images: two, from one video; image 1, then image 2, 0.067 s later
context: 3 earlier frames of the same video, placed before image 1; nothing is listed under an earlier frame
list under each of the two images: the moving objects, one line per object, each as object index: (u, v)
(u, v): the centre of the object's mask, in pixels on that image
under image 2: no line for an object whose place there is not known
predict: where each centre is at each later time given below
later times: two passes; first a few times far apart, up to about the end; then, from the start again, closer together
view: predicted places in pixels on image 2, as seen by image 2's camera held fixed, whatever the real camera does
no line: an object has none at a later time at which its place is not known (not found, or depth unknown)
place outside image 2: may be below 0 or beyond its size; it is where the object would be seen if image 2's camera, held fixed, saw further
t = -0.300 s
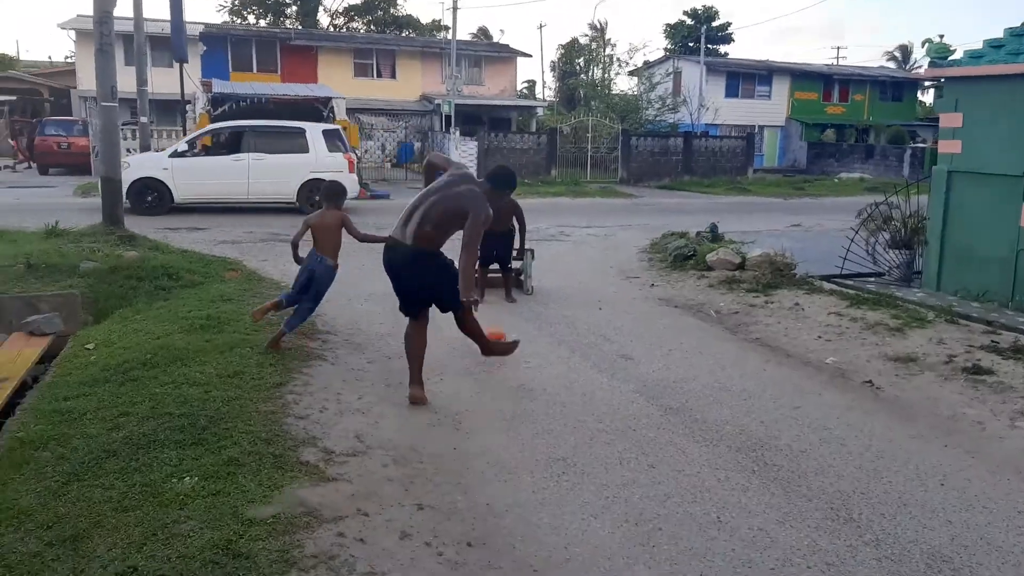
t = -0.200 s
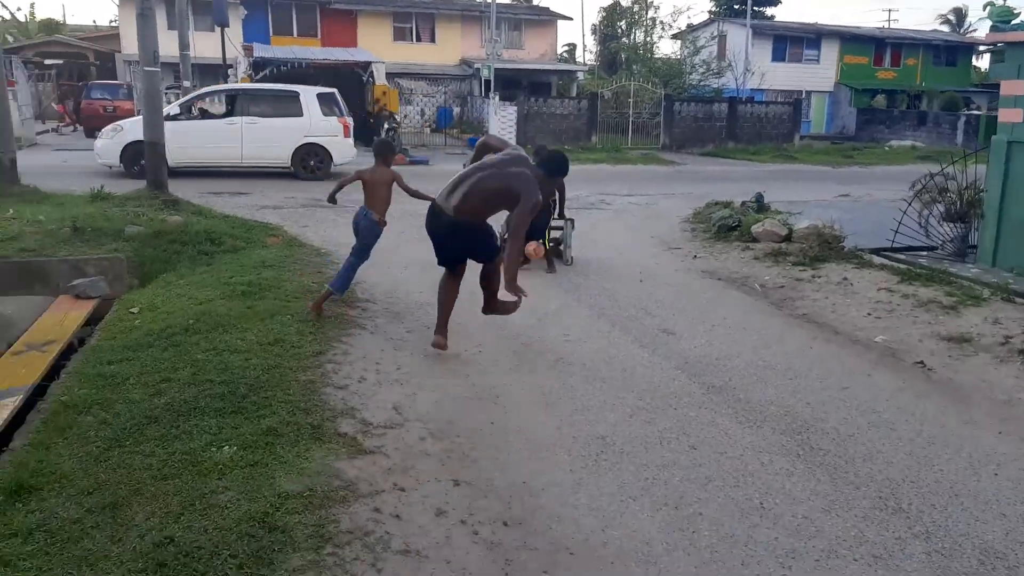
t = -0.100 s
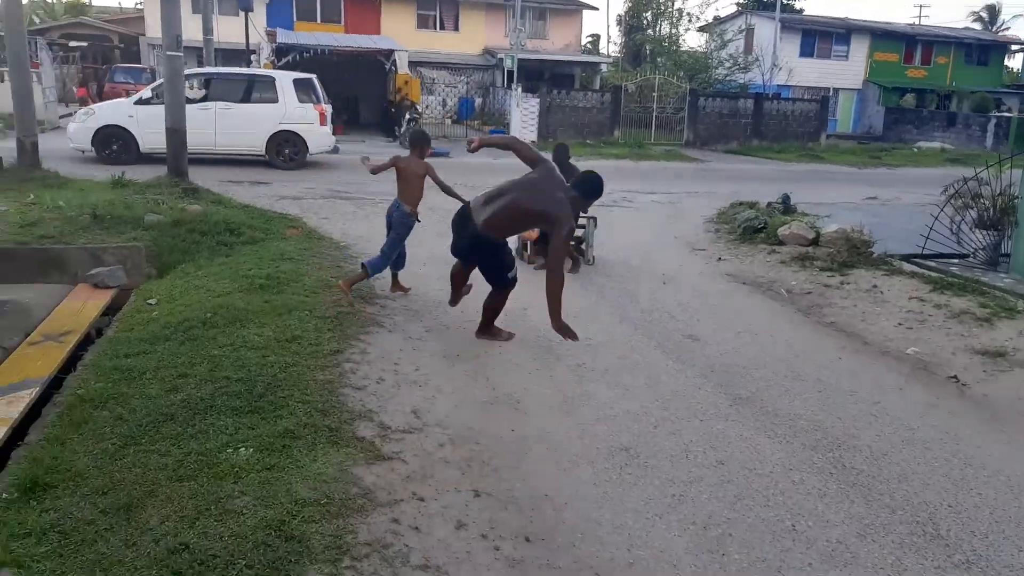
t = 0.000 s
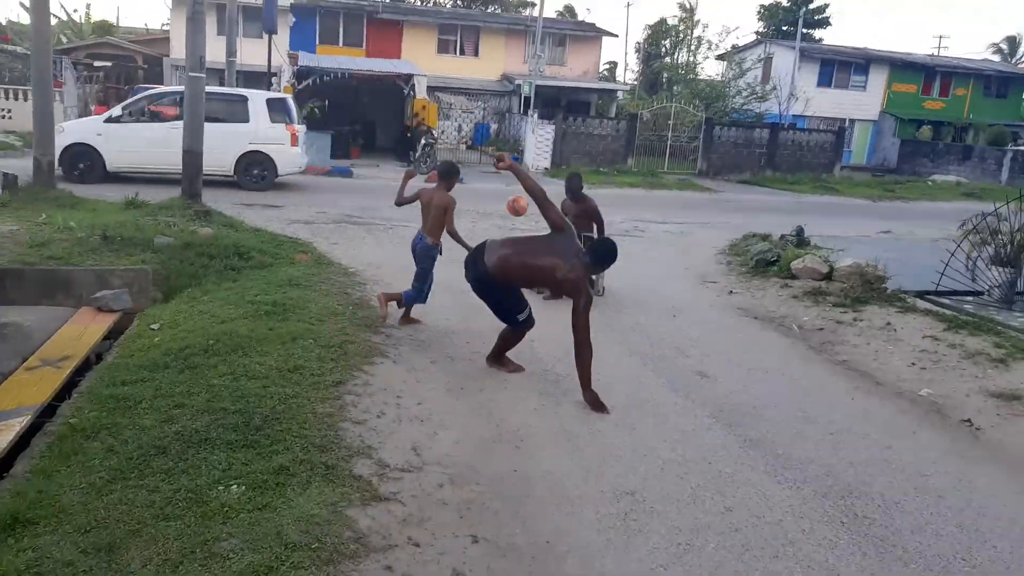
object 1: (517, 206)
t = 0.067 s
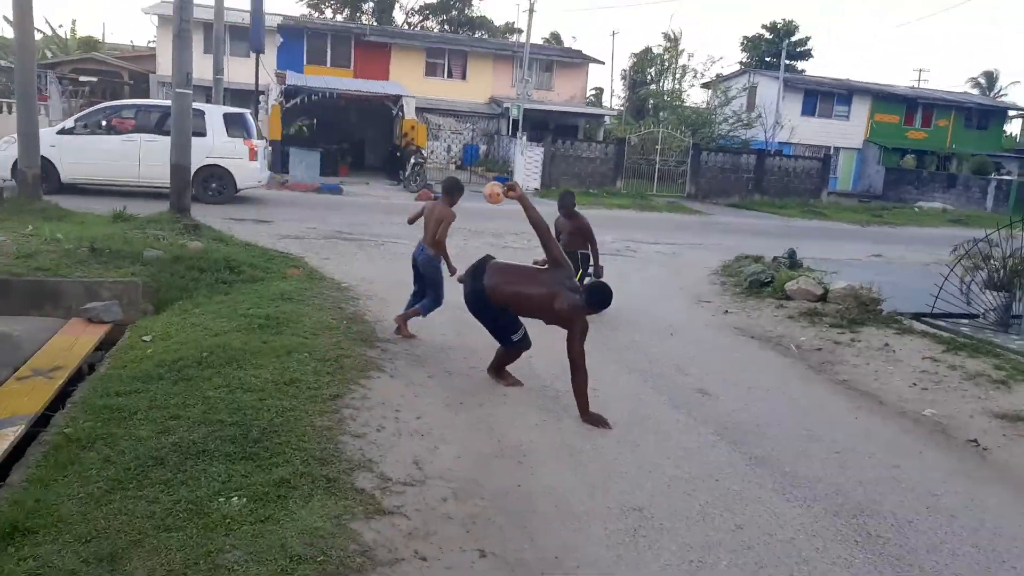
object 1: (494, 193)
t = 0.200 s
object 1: (467, 143)
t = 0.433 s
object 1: (389, 116)
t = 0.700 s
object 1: (277, 174)
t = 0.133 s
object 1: (485, 164)
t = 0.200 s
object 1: (467, 143)
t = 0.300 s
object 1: (437, 123)
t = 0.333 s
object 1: (428, 118)
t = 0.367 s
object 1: (413, 116)
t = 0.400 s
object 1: (399, 116)
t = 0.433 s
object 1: (389, 116)
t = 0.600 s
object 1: (323, 137)
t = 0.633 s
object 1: (307, 147)
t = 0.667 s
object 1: (292, 159)
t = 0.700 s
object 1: (277, 174)
